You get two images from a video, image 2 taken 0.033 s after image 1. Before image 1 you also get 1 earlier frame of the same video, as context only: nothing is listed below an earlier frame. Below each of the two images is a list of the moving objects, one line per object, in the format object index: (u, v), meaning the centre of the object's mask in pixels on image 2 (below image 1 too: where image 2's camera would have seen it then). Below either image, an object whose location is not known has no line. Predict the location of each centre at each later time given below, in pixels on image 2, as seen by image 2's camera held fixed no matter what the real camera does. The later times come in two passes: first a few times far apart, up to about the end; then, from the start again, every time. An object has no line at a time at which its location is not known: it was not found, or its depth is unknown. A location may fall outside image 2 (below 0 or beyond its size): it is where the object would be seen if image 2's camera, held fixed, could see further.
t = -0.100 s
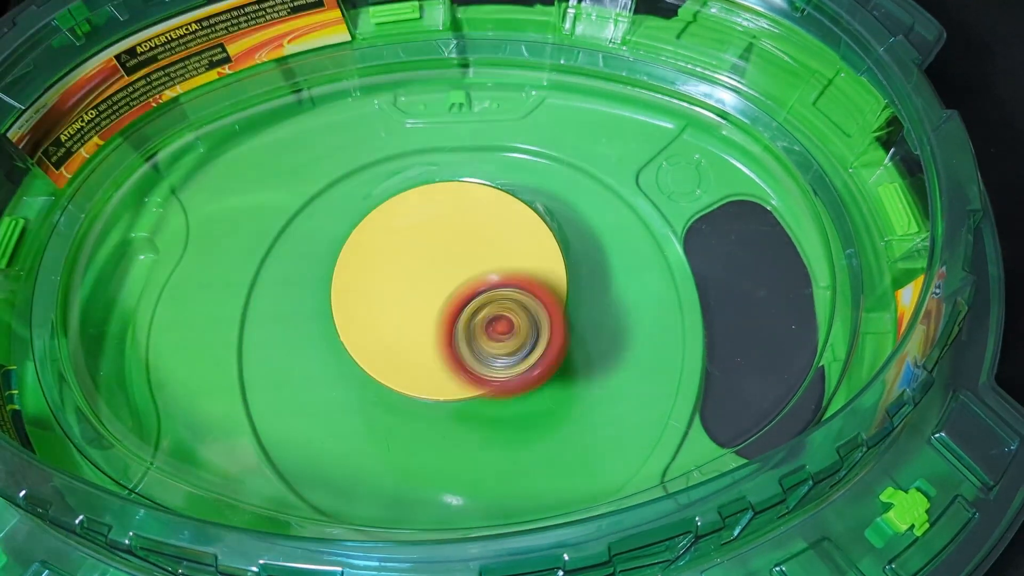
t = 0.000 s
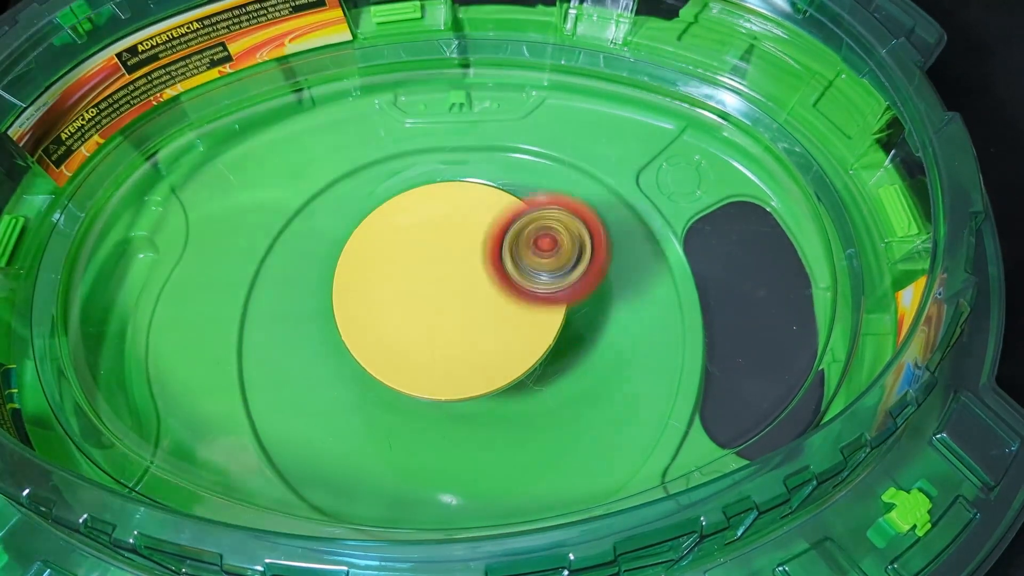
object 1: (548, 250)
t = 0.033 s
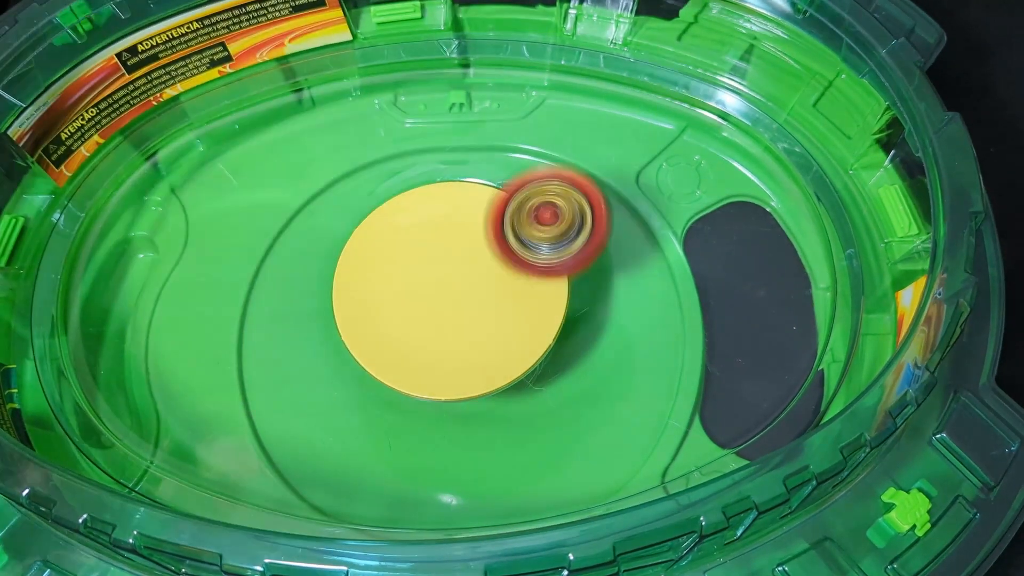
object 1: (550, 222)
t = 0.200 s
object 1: (469, 147)
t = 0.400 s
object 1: (340, 246)
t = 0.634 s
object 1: (437, 366)
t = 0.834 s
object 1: (550, 248)
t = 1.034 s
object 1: (460, 161)
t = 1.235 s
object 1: (359, 245)
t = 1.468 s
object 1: (443, 346)
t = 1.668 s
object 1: (521, 265)
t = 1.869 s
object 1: (486, 191)
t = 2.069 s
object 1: (399, 220)
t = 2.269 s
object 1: (379, 277)
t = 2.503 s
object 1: (432, 280)
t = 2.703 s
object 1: (462, 266)
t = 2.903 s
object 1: (462, 252)
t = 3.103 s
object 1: (443, 246)
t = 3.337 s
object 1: (426, 240)
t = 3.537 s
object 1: (431, 229)
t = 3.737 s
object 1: (458, 227)
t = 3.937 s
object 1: (479, 242)
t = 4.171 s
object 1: (469, 260)
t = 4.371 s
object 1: (445, 254)
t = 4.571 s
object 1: (438, 238)
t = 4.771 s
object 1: (453, 232)
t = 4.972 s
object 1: (470, 246)
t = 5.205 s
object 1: (458, 270)
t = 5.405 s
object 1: (433, 270)
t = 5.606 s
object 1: (438, 250)
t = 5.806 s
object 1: (461, 236)
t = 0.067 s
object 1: (544, 197)
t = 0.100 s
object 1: (532, 176)
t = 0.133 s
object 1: (514, 161)
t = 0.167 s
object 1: (493, 151)
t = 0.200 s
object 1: (469, 147)
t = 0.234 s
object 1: (443, 149)
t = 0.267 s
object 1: (418, 159)
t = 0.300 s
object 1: (392, 175)
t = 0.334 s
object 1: (370, 194)
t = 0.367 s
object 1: (352, 219)
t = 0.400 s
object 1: (340, 246)
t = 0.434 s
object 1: (334, 274)
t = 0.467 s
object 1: (337, 300)
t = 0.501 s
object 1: (345, 324)
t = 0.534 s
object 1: (360, 344)
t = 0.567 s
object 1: (383, 358)
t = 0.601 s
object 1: (408, 365)
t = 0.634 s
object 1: (437, 366)
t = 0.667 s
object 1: (467, 359)
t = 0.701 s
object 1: (496, 344)
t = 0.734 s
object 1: (519, 325)
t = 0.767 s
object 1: (536, 301)
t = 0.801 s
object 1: (546, 274)
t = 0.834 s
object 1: (550, 248)
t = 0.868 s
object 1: (547, 223)
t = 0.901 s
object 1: (537, 201)
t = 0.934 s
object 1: (523, 183)
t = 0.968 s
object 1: (505, 170)
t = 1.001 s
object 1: (483, 163)
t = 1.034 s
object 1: (460, 161)
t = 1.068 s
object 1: (437, 165)
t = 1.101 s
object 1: (415, 174)
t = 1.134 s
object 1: (395, 186)
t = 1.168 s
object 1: (378, 203)
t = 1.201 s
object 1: (367, 223)
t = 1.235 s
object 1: (359, 245)
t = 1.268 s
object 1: (356, 267)
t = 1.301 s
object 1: (359, 290)
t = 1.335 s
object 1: (367, 310)
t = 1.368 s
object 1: (382, 327)
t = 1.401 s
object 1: (400, 339)
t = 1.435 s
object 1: (421, 345)
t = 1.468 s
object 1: (443, 346)
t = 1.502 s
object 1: (464, 340)
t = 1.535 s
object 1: (482, 330)
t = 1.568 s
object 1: (497, 316)
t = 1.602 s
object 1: (508, 300)
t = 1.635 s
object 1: (516, 283)
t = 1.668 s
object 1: (521, 265)
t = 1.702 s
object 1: (523, 248)
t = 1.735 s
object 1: (521, 232)
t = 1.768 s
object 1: (516, 218)
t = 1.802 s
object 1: (509, 205)
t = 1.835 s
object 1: (498, 196)
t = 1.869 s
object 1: (486, 191)
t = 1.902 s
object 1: (471, 189)
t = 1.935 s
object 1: (457, 191)
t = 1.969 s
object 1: (441, 195)
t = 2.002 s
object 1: (425, 202)
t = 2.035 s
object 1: (412, 210)
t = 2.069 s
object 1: (399, 220)
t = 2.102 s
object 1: (389, 231)
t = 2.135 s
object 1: (381, 242)
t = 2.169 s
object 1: (375, 252)
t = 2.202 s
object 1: (373, 262)
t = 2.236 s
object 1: (374, 271)
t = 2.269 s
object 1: (379, 277)
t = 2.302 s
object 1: (386, 281)
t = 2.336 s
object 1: (394, 283)
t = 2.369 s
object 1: (402, 284)
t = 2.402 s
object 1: (410, 284)
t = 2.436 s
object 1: (418, 283)
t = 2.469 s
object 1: (425, 282)
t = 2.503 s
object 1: (432, 280)
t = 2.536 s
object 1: (439, 278)
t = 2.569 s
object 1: (445, 275)
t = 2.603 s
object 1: (450, 273)
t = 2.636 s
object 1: (455, 271)
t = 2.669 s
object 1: (459, 268)
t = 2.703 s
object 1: (462, 266)
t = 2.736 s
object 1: (464, 263)
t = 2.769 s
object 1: (465, 261)
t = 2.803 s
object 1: (466, 259)
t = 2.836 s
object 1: (466, 256)
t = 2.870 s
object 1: (465, 255)
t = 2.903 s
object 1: (462, 252)
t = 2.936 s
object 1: (461, 251)
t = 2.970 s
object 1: (457, 250)
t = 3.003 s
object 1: (454, 248)
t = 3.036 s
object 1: (451, 247)
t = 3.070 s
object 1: (447, 247)
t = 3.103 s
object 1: (443, 246)
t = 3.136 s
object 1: (439, 245)
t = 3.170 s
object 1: (436, 244)
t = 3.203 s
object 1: (433, 244)
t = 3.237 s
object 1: (430, 243)
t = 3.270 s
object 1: (428, 242)
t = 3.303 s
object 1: (427, 242)
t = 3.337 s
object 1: (426, 240)
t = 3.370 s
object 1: (425, 238)
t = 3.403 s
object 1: (425, 236)
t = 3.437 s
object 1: (426, 234)
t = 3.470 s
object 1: (427, 233)
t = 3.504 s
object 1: (429, 231)
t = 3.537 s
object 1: (431, 229)
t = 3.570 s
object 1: (435, 228)
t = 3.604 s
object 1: (439, 227)
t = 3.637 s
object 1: (443, 226)
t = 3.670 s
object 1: (448, 226)
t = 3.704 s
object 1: (453, 227)
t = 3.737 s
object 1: (458, 227)
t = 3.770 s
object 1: (462, 229)
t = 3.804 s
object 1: (467, 230)
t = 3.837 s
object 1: (471, 233)
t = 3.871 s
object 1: (474, 236)
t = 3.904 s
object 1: (477, 239)
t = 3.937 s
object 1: (479, 242)
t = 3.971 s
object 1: (480, 245)
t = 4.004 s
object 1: (480, 249)
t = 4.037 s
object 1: (480, 253)
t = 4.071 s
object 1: (478, 255)
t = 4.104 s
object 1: (476, 258)
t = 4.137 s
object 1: (473, 259)
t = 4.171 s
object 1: (469, 260)
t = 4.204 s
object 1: (465, 261)
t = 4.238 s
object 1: (460, 260)
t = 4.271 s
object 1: (457, 260)
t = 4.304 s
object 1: (452, 258)
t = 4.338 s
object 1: (448, 257)
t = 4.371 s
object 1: (445, 254)
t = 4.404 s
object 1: (442, 252)
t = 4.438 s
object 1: (440, 249)
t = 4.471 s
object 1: (438, 246)
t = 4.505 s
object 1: (437, 242)
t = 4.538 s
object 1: (437, 240)
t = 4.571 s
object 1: (438, 238)
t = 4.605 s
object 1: (440, 236)
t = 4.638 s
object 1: (442, 234)
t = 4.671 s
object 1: (444, 233)
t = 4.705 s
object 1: (447, 232)
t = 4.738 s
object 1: (450, 232)
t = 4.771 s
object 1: (453, 232)
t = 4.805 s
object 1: (457, 233)
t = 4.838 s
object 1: (460, 234)
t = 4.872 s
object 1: (462, 236)
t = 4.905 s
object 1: (465, 238)
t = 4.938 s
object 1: (467, 241)
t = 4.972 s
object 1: (470, 246)
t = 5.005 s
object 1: (471, 250)
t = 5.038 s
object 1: (471, 252)
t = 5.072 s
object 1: (470, 256)
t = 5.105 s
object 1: (469, 260)
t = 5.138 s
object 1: (466, 264)
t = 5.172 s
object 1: (462, 267)
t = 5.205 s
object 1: (458, 270)
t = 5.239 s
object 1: (453, 272)
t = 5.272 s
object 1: (448, 272)
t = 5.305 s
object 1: (443, 273)
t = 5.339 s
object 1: (439, 273)
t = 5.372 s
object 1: (436, 272)
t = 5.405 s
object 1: (433, 270)
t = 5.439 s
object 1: (432, 268)
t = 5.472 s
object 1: (431, 265)
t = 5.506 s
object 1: (431, 261)
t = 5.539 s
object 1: (433, 258)
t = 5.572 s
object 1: (435, 254)
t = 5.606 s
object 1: (438, 250)
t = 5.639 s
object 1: (442, 247)
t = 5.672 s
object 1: (445, 244)
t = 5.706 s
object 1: (449, 240)
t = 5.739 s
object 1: (453, 238)
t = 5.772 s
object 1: (457, 237)
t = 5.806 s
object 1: (461, 236)
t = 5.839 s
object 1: (465, 237)
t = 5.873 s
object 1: (468, 237)
